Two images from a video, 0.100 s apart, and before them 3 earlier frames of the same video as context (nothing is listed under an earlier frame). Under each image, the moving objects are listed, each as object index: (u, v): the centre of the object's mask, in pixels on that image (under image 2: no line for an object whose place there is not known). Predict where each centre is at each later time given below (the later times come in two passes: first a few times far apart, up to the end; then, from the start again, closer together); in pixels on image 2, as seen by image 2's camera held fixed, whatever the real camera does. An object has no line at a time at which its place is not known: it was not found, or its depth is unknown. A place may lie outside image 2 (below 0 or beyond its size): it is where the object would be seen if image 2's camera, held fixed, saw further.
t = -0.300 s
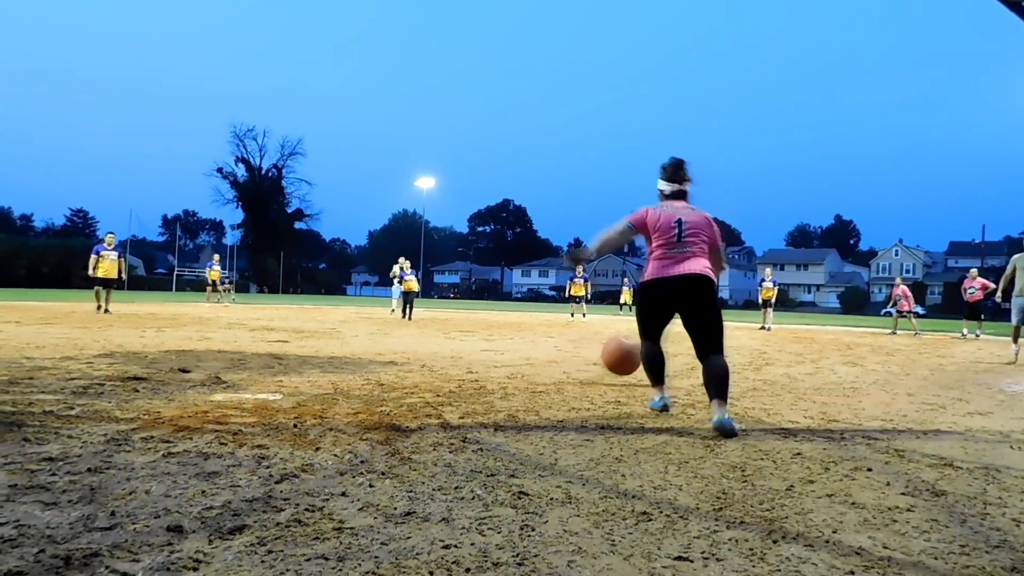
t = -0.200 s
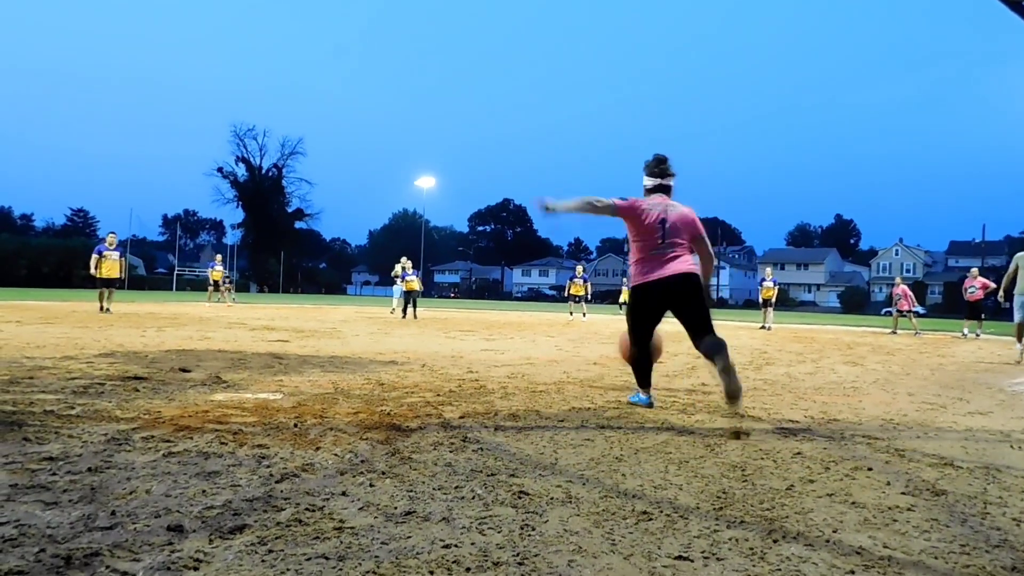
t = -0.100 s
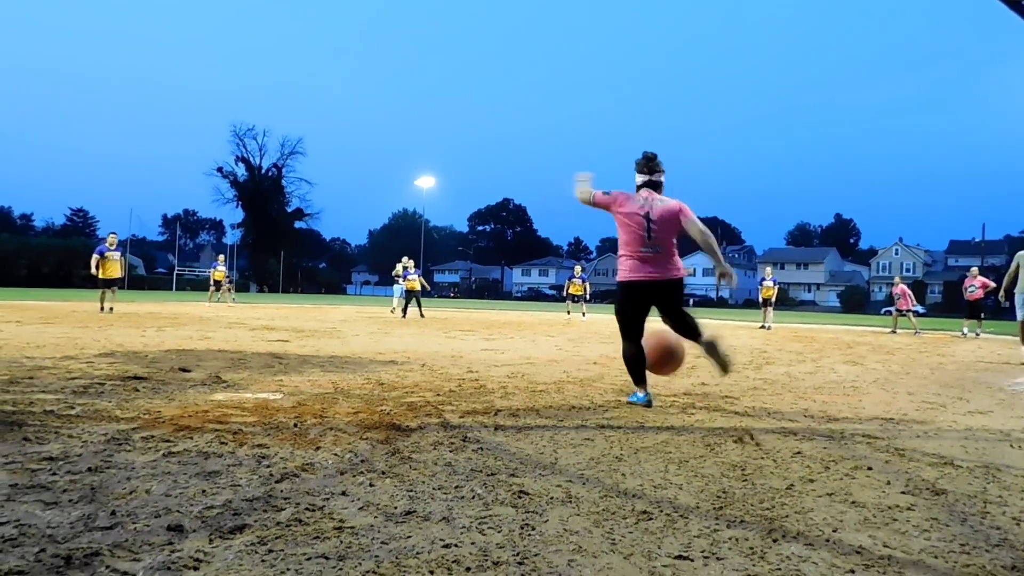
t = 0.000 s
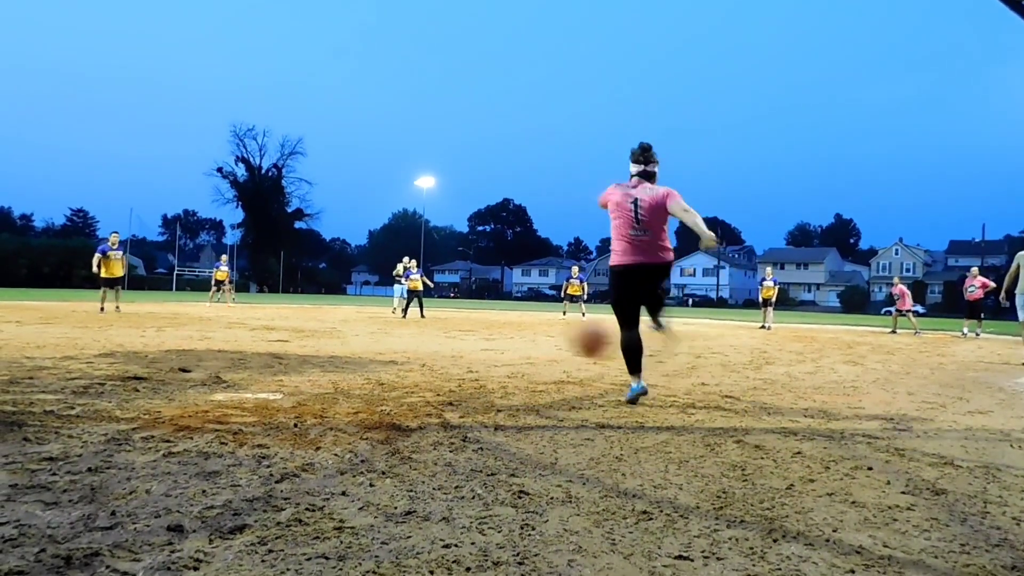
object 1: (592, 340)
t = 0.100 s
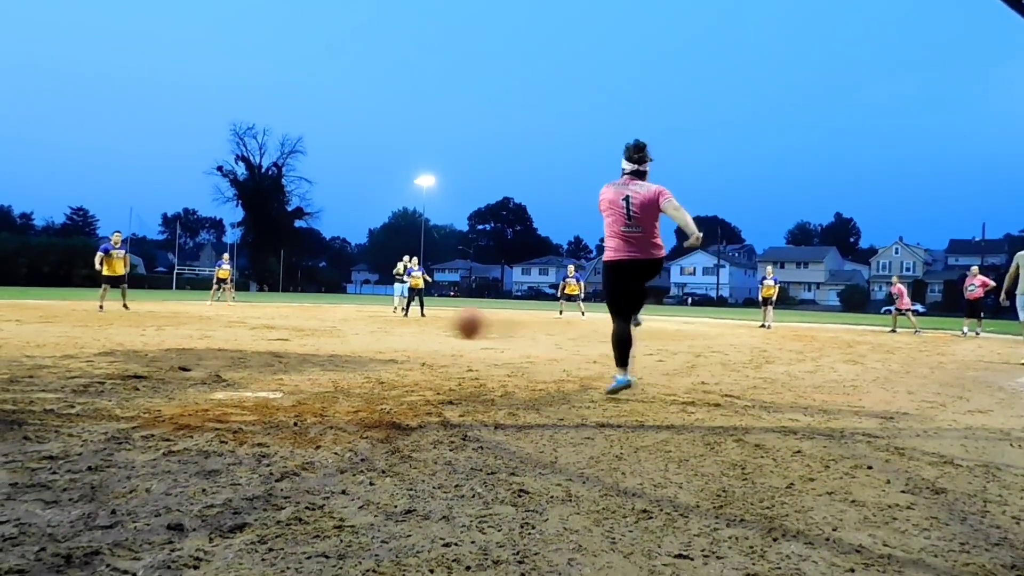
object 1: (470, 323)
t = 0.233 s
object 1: (366, 334)
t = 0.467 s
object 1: (282, 301)
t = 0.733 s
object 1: (229, 311)
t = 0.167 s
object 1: (410, 326)
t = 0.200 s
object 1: (387, 329)
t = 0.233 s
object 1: (366, 334)
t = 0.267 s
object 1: (346, 337)
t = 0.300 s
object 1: (333, 329)
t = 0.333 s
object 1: (321, 320)
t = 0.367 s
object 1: (310, 314)
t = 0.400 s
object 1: (300, 309)
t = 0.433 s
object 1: (291, 304)
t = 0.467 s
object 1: (282, 301)
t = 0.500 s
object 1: (274, 301)
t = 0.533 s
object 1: (267, 300)
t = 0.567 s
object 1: (260, 300)
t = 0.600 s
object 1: (254, 299)
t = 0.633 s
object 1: (247, 301)
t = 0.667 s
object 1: (241, 304)
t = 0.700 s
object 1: (235, 307)
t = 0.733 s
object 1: (229, 311)
